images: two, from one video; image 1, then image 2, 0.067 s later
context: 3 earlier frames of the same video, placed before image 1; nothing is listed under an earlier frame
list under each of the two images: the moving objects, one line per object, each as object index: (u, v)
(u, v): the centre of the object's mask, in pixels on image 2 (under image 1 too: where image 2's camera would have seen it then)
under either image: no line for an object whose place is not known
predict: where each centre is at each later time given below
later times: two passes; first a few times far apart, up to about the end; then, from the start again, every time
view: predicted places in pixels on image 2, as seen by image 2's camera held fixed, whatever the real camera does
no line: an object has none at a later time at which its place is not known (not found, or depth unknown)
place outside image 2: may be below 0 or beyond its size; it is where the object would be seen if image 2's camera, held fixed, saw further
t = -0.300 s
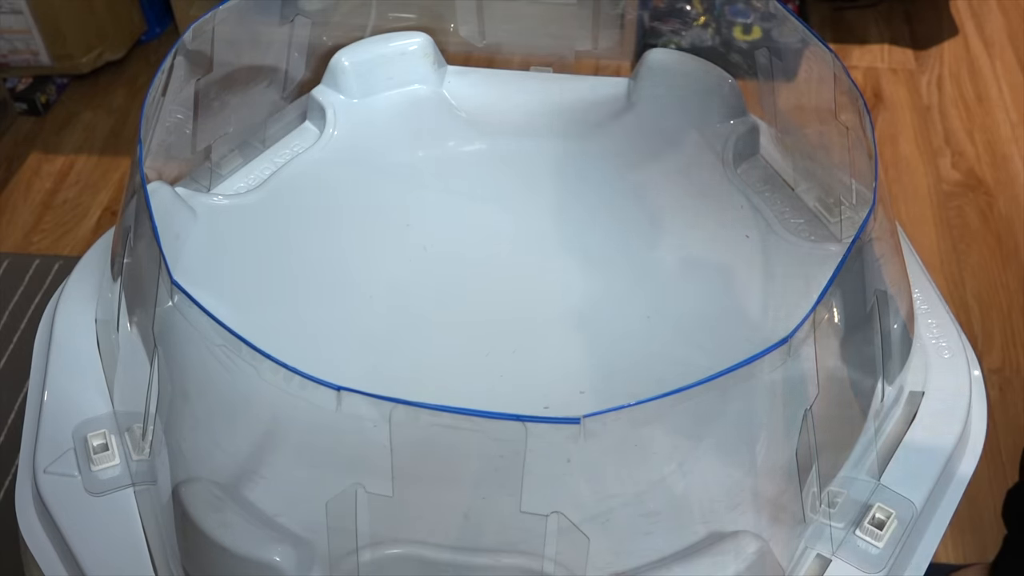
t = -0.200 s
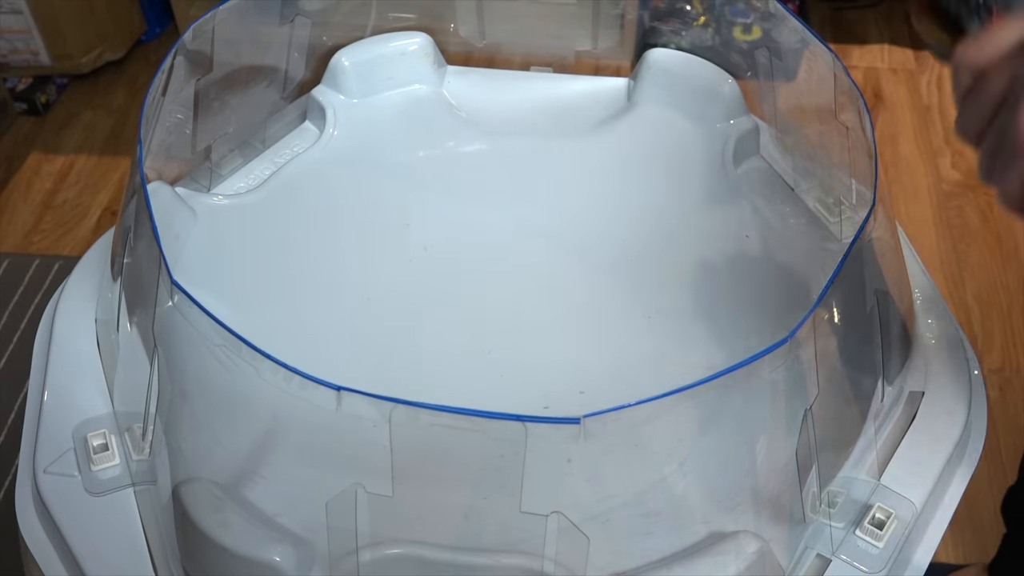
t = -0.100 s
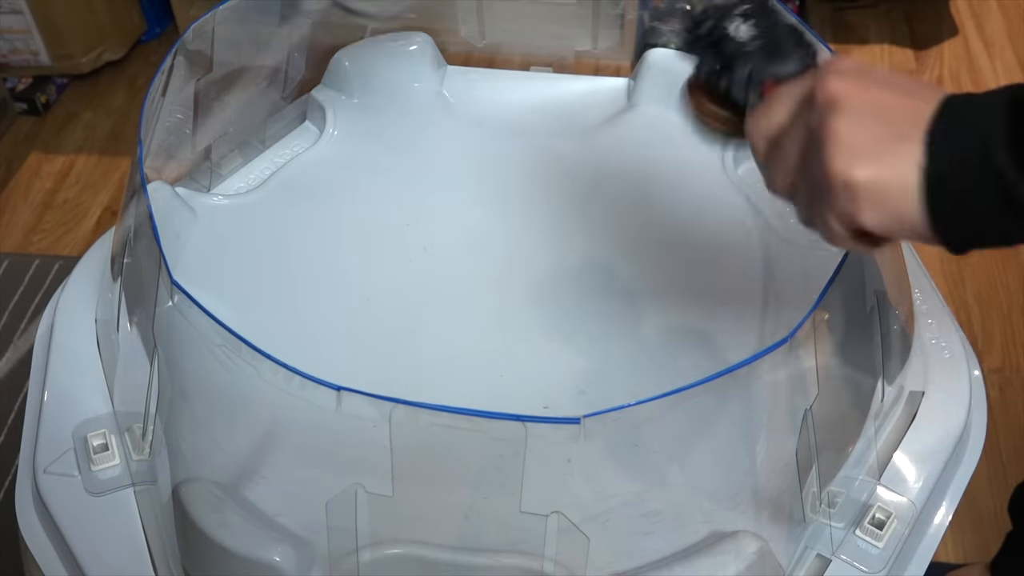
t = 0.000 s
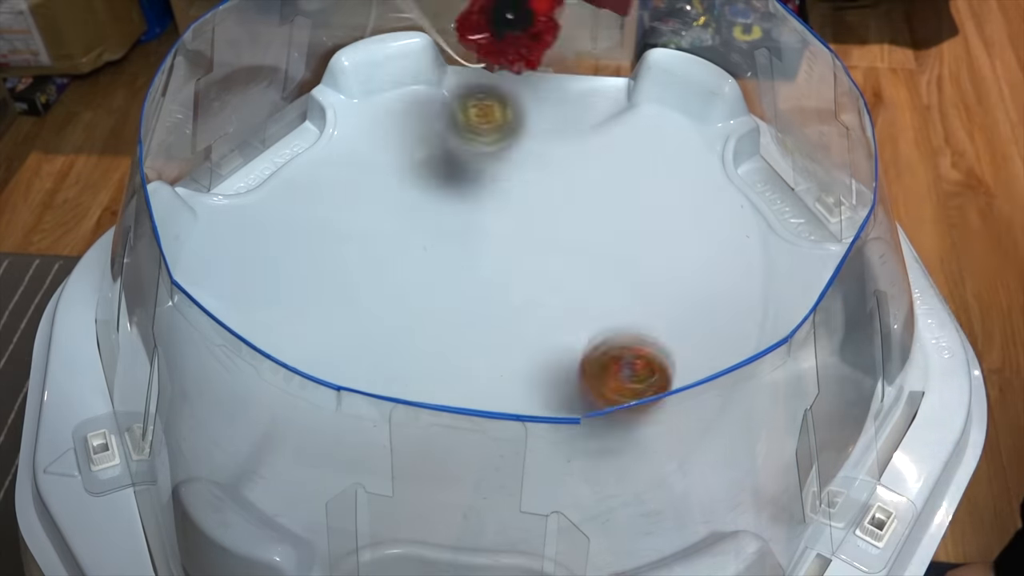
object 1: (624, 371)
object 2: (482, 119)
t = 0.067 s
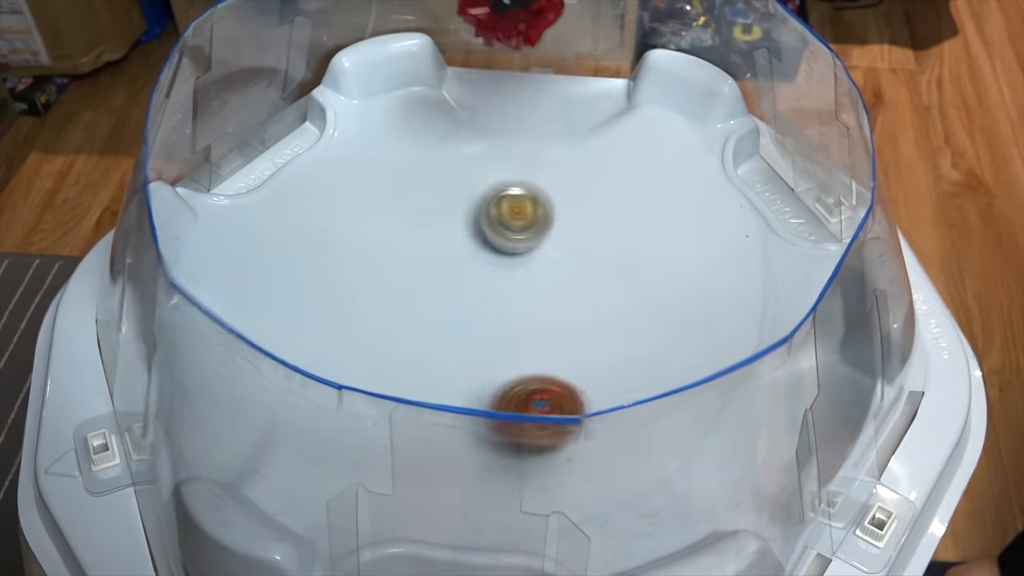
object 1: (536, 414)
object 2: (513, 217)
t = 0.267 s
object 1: (286, 367)
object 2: (580, 290)
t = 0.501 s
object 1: (289, 184)
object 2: (555, 350)
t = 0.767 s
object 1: (588, 79)
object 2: (480, 309)
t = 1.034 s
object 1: (512, 140)
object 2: (499, 266)
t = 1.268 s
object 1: (540, 176)
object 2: (579, 409)
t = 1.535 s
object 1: (584, 237)
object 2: (623, 498)
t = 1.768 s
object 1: (502, 338)
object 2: (556, 381)
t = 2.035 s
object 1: (318, 199)
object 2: (530, 253)
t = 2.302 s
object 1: (407, 122)
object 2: (504, 251)
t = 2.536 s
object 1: (529, 170)
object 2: (477, 344)
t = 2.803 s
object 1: (632, 412)
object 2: (504, 383)
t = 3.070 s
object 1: (343, 519)
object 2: (511, 329)
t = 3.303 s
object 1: (341, 365)
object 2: (430, 272)
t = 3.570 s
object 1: (435, 252)
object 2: (476, 202)
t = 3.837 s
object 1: (632, 322)
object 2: (568, 164)
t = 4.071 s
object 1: (610, 444)
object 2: (524, 231)
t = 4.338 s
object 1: (452, 439)
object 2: (471, 314)
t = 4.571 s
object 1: (410, 303)
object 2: (535, 291)
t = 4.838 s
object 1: (547, 108)
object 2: (619, 244)
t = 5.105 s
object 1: (595, 92)
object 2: (603, 287)
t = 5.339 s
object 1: (584, 94)
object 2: (525, 312)
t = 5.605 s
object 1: (576, 93)
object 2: (522, 339)
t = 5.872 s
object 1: (565, 109)
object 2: (582, 351)
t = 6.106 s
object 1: (575, 161)
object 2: (614, 328)
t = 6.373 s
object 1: (676, 256)
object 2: (416, 423)
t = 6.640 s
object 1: (589, 361)
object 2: (342, 466)
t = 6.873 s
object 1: (396, 309)
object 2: (455, 372)
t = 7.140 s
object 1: (458, 159)
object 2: (537, 232)
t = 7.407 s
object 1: (569, 115)
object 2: (477, 275)
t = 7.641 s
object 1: (565, 105)
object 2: (398, 318)
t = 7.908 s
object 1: (554, 102)
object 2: (383, 317)
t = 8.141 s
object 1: (542, 110)
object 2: (451, 282)
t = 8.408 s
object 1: (566, 164)
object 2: (517, 216)
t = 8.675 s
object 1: (660, 323)
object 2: (477, 281)
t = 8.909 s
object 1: (438, 427)
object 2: (570, 298)
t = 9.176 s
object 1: (285, 270)
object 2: (610, 225)
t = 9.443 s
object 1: (468, 158)
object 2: (466, 252)
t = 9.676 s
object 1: (680, 238)
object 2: (460, 400)
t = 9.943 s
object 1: (796, 383)
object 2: (558, 494)
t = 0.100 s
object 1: (488, 412)
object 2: (526, 218)
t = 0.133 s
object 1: (438, 420)
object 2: (541, 230)
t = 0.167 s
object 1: (392, 430)
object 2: (553, 252)
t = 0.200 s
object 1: (352, 409)
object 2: (564, 263)
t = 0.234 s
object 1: (315, 393)
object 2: (574, 279)
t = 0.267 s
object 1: (286, 367)
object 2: (580, 290)
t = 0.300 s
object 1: (264, 338)
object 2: (584, 304)
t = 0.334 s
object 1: (251, 309)
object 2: (585, 315)
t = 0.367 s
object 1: (243, 284)
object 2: (584, 326)
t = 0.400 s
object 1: (244, 258)
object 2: (580, 335)
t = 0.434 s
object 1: (252, 233)
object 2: (574, 342)
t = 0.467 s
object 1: (267, 208)
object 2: (564, 346)
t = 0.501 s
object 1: (289, 184)
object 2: (555, 350)
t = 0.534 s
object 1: (317, 162)
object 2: (546, 350)
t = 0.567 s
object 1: (350, 141)
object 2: (535, 349)
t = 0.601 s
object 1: (388, 124)
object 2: (522, 346)
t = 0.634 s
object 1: (430, 108)
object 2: (512, 341)
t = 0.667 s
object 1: (475, 98)
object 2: (501, 334)
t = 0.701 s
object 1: (517, 92)
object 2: (493, 327)
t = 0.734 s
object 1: (555, 86)
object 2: (486, 318)
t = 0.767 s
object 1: (588, 79)
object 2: (480, 309)
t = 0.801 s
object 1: (597, 73)
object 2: (475, 301)
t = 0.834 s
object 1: (578, 76)
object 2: (473, 292)
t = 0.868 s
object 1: (559, 89)
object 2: (474, 284)
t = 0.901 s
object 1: (544, 100)
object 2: (476, 278)
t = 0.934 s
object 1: (532, 109)
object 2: (480, 273)
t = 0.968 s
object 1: (523, 116)
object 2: (486, 268)
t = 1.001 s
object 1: (515, 126)
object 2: (492, 267)
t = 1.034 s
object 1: (512, 140)
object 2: (499, 266)
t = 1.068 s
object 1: (511, 157)
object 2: (507, 267)
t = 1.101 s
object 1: (514, 176)
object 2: (516, 270)
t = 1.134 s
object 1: (520, 198)
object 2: (526, 275)
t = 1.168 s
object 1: (527, 218)
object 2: (537, 282)
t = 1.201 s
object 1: (531, 202)
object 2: (548, 330)
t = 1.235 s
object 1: (535, 186)
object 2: (563, 374)
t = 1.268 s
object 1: (540, 176)
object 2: (579, 409)
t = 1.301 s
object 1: (546, 173)
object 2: (593, 444)
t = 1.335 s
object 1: (551, 173)
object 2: (609, 475)
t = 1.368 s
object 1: (558, 177)
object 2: (619, 503)
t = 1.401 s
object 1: (564, 184)
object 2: (628, 515)
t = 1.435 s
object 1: (571, 194)
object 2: (630, 505)
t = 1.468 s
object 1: (576, 206)
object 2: (630, 506)
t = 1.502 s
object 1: (581, 220)
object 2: (630, 514)
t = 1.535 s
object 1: (584, 237)
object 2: (623, 498)
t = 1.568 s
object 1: (584, 254)
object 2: (621, 490)
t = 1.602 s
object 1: (581, 272)
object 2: (614, 476)
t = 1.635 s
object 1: (574, 289)
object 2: (608, 462)
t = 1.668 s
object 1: (562, 305)
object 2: (593, 444)
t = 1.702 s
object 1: (546, 319)
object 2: (583, 424)
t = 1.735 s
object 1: (526, 331)
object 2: (572, 403)
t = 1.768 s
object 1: (502, 338)
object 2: (556, 381)
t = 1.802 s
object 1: (466, 333)
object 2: (553, 367)
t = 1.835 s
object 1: (429, 323)
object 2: (551, 352)
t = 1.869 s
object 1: (395, 306)
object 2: (547, 336)
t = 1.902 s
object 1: (368, 286)
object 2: (543, 318)
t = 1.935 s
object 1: (346, 265)
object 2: (539, 300)
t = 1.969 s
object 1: (330, 243)
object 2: (536, 283)
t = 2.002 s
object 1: (321, 221)
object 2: (532, 267)
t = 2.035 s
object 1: (318, 199)
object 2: (530, 253)
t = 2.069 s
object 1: (320, 178)
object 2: (527, 241)
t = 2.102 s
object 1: (327, 161)
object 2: (525, 233)
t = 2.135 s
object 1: (337, 147)
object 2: (521, 227)
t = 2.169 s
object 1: (349, 136)
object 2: (518, 226)
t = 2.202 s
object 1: (363, 129)
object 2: (515, 228)
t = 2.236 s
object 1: (377, 125)
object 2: (511, 233)
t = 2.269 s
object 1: (392, 123)
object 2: (507, 240)
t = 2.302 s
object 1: (407, 122)
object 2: (504, 251)
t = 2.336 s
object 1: (423, 124)
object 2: (500, 263)
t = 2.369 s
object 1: (438, 127)
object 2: (496, 276)
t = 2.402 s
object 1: (455, 131)
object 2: (492, 290)
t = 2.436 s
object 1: (471, 137)
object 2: (488, 304)
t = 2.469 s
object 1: (488, 145)
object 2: (484, 318)
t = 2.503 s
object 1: (507, 156)
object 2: (480, 331)
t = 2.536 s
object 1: (529, 170)
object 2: (477, 344)
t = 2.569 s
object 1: (554, 188)
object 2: (476, 355)
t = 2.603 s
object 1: (580, 211)
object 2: (475, 366)
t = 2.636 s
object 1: (604, 239)
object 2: (476, 373)
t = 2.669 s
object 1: (626, 272)
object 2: (479, 377)
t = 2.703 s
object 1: (640, 307)
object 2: (484, 385)
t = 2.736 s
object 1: (646, 342)
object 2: (489, 388)
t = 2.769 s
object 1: (644, 376)
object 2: (496, 388)
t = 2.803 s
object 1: (632, 412)
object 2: (504, 383)
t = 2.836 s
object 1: (614, 443)
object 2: (512, 381)
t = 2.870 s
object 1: (586, 472)
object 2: (518, 378)
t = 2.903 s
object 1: (549, 497)
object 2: (524, 373)
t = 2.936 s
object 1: (508, 516)
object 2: (527, 366)
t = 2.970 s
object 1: (462, 519)
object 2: (527, 357)
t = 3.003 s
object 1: (417, 520)
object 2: (524, 349)
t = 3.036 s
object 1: (377, 521)
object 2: (518, 339)
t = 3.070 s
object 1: (343, 519)
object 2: (511, 329)
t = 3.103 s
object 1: (339, 498)
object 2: (502, 319)
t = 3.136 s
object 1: (340, 482)
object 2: (491, 309)
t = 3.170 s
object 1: (340, 459)
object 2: (478, 300)
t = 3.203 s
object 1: (340, 437)
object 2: (466, 292)
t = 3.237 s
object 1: (339, 413)
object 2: (453, 284)
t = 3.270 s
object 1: (340, 390)
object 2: (442, 278)
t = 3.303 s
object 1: (341, 365)
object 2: (430, 272)
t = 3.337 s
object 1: (345, 344)
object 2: (420, 269)
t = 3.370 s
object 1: (353, 319)
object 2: (411, 267)
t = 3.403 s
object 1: (358, 302)
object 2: (413, 255)
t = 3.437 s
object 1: (361, 294)
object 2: (423, 241)
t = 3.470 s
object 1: (371, 283)
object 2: (435, 229)
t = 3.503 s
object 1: (386, 273)
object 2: (447, 217)
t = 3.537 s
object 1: (408, 262)
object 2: (461, 209)
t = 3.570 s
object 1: (435, 252)
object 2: (476, 202)
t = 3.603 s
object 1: (456, 254)
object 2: (494, 189)
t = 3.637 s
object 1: (481, 259)
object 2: (513, 179)
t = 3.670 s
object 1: (510, 264)
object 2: (528, 173)
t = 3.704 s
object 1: (538, 273)
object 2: (542, 166)
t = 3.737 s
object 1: (566, 283)
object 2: (553, 163)
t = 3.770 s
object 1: (592, 295)
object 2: (561, 162)
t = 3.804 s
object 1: (614, 308)
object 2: (567, 162)
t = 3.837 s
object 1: (632, 322)
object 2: (568, 164)
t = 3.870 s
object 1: (645, 338)
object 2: (568, 169)
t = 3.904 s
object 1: (652, 354)
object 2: (566, 176)
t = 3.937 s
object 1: (652, 370)
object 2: (560, 183)
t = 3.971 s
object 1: (648, 392)
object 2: (553, 193)
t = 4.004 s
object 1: (641, 410)
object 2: (545, 204)
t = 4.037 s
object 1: (627, 428)
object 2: (534, 216)
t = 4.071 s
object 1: (610, 444)
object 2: (524, 231)
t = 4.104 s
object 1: (591, 456)
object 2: (514, 244)
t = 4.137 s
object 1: (570, 463)
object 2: (502, 257)
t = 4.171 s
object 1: (548, 467)
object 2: (493, 271)
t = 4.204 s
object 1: (527, 467)
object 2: (485, 282)
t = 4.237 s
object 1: (507, 464)
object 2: (478, 293)
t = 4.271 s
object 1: (487, 459)
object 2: (473, 301)
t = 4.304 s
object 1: (469, 451)
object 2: (470, 309)
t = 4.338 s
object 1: (452, 439)
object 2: (471, 314)
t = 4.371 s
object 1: (437, 426)
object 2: (474, 317)
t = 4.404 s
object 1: (425, 411)
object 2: (479, 319)
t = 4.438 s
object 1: (416, 394)
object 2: (488, 318)
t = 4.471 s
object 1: (409, 373)
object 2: (498, 315)
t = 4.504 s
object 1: (403, 354)
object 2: (510, 309)
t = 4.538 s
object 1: (404, 329)
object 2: (523, 301)
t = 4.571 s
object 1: (410, 303)
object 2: (535, 291)
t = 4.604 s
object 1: (423, 276)
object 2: (546, 280)
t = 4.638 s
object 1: (442, 250)
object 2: (556, 267)
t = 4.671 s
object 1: (464, 227)
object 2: (563, 253)
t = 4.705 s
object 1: (490, 207)
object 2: (568, 239)
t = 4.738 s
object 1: (512, 186)
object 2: (574, 229)
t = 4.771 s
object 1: (522, 155)
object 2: (593, 235)
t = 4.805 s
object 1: (534, 129)
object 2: (608, 239)
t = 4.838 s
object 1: (547, 108)
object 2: (619, 244)
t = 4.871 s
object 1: (558, 93)
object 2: (627, 249)
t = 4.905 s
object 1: (569, 81)
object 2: (632, 254)
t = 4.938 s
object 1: (578, 73)
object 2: (633, 260)
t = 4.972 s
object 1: (590, 77)
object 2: (633, 265)
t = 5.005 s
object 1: (602, 80)
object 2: (629, 271)
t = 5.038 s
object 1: (603, 84)
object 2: (622, 276)
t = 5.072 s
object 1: (599, 89)
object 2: (613, 281)
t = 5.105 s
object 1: (595, 92)
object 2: (603, 287)
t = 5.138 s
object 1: (591, 94)
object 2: (592, 291)
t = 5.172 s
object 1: (589, 95)
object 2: (580, 296)
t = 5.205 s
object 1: (587, 96)
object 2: (568, 299)
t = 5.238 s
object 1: (585, 96)
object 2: (555, 303)
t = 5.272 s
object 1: (585, 95)
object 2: (543, 306)
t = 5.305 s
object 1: (584, 95)
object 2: (534, 309)
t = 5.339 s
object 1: (584, 94)
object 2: (525, 312)
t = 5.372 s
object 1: (583, 93)
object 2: (518, 315)
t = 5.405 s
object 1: (583, 92)
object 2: (514, 318)
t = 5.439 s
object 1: (582, 92)
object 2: (510, 321)
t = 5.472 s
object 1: (581, 91)
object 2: (509, 324)
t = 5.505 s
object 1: (580, 91)
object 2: (510, 328)
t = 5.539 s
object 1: (578, 91)
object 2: (512, 331)
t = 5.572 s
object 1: (577, 92)
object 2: (516, 335)
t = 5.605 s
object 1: (576, 93)
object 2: (522, 339)
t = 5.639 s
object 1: (574, 94)
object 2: (528, 342)
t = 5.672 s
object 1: (573, 95)
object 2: (535, 345)
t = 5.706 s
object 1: (572, 97)
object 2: (543, 347)
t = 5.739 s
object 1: (570, 98)
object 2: (550, 349)
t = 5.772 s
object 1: (569, 101)
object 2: (558, 350)
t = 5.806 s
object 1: (568, 104)
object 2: (566, 351)
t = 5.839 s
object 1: (567, 106)
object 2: (574, 352)
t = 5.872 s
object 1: (565, 109)
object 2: (582, 351)
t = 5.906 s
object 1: (564, 112)
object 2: (592, 349)
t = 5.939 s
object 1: (562, 115)
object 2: (598, 347)
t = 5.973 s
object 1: (562, 118)
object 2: (604, 344)
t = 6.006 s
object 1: (562, 124)
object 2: (610, 341)
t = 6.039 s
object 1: (564, 133)
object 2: (610, 337)
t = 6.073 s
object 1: (568, 145)
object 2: (614, 333)
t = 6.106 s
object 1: (575, 161)
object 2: (614, 328)
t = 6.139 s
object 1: (583, 179)
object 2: (609, 324)
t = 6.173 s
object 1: (592, 202)
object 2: (605, 320)
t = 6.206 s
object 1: (601, 229)
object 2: (594, 317)
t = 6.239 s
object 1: (610, 257)
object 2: (575, 319)
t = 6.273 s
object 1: (632, 253)
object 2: (535, 350)
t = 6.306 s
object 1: (652, 249)
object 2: (495, 375)
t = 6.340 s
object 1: (666, 251)
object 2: (453, 402)
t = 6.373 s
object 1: (676, 256)
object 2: (416, 423)
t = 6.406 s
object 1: (680, 266)
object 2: (380, 446)
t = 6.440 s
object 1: (680, 278)
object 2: (347, 464)
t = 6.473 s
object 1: (676, 291)
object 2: (320, 484)
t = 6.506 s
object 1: (668, 305)
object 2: (312, 480)
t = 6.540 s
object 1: (656, 320)
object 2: (316, 465)
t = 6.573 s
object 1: (639, 334)
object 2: (320, 461)
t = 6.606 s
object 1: (617, 348)
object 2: (331, 467)
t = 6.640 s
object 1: (589, 361)
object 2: (342, 466)
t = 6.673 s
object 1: (557, 368)
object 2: (355, 453)
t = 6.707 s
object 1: (525, 370)
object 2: (371, 447)
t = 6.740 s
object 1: (494, 366)
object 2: (387, 432)
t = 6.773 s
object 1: (463, 358)
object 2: (404, 419)
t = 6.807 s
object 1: (437, 342)
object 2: (421, 405)
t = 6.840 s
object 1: (413, 328)
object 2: (438, 389)
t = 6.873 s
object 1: (396, 309)
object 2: (455, 372)
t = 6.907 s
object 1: (384, 287)
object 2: (472, 356)
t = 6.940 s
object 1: (380, 264)
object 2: (487, 337)
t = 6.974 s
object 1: (382, 242)
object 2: (501, 317)
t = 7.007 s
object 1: (390, 220)
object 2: (514, 299)
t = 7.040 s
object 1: (403, 200)
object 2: (523, 280)
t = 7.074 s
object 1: (419, 183)
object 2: (531, 263)
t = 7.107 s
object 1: (437, 169)
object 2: (535, 246)
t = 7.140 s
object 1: (458, 159)
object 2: (537, 232)
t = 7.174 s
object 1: (478, 153)
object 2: (536, 220)
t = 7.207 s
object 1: (498, 151)
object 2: (531, 209)
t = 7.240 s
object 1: (515, 139)
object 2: (525, 211)
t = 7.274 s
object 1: (531, 129)
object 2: (519, 224)
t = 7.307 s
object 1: (546, 122)
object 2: (511, 237)
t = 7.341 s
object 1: (557, 119)
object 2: (501, 250)
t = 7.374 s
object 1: (565, 117)
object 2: (490, 263)
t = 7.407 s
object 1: (569, 115)
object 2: (477, 275)
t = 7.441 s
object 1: (570, 113)
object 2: (465, 286)
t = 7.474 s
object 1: (569, 112)
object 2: (452, 295)
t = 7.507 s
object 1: (569, 110)
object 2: (441, 303)
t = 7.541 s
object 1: (568, 108)
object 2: (430, 309)
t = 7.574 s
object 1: (568, 107)
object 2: (419, 313)
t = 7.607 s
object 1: (567, 106)
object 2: (408, 316)
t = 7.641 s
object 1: (565, 105)
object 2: (398, 318)
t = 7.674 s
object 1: (564, 104)
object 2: (390, 318)
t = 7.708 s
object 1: (563, 103)
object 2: (384, 319)
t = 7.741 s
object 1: (562, 103)
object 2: (379, 320)
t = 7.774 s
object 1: (560, 102)
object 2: (377, 320)
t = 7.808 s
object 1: (559, 101)
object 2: (375, 320)
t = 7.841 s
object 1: (558, 101)
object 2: (376, 319)
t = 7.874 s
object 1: (556, 101)
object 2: (379, 318)
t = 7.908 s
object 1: (554, 102)
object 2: (383, 317)
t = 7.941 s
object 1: (553, 102)
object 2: (390, 316)
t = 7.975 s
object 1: (551, 103)
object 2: (397, 313)
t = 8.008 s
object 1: (549, 104)
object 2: (405, 310)
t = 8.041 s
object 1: (547, 105)
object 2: (416, 304)
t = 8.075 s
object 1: (546, 106)
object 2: (427, 298)
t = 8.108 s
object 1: (544, 108)
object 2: (439, 291)
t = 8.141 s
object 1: (542, 110)
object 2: (451, 282)
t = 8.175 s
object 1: (540, 112)
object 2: (461, 273)
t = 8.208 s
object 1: (538, 114)
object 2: (474, 263)
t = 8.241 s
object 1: (538, 117)
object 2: (484, 253)
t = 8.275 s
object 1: (539, 123)
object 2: (494, 244)
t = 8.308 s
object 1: (544, 131)
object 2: (502, 235)
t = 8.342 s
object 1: (549, 141)
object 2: (509, 226)
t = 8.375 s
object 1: (556, 153)
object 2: (516, 219)
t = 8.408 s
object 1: (566, 164)
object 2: (517, 216)
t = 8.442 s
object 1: (586, 169)
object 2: (506, 224)
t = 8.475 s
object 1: (607, 178)
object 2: (497, 233)
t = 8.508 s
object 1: (625, 193)
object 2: (488, 241)
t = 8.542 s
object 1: (641, 212)
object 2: (480, 249)
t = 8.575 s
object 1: (655, 236)
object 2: (475, 258)
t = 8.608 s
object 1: (664, 263)
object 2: (473, 266)
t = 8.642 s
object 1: (665, 293)
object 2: (473, 273)
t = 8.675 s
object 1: (660, 323)
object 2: (477, 281)
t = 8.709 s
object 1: (645, 353)
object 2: (485, 289)
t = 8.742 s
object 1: (623, 378)
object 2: (497, 296)
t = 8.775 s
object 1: (595, 399)
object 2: (509, 299)
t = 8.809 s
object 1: (560, 417)
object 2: (525, 304)
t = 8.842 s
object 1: (521, 427)
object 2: (540, 303)
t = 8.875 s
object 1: (480, 430)
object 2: (557, 302)
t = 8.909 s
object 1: (438, 427)
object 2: (570, 298)
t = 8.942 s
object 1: (401, 418)
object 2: (587, 292)
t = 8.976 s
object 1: (366, 404)
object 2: (599, 285)
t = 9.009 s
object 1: (336, 385)
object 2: (606, 275)
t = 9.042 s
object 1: (312, 363)
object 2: (612, 266)
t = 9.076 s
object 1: (296, 340)
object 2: (615, 256)
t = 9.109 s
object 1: (286, 316)
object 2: (615, 245)
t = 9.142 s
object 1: (282, 292)
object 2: (615, 234)
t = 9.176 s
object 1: (285, 270)
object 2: (610, 225)
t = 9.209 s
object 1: (293, 249)
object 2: (600, 216)
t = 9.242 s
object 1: (306, 228)
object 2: (588, 210)
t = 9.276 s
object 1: (324, 210)
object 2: (571, 206)
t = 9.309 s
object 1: (346, 194)
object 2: (551, 207)
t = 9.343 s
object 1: (372, 181)
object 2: (530, 211)
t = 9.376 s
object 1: (401, 170)
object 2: (508, 220)
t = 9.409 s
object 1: (433, 162)
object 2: (485, 235)
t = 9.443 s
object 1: (468, 158)
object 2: (466, 252)
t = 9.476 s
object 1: (503, 158)
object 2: (449, 272)
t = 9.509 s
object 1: (538, 162)
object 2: (437, 294)
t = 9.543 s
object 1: (572, 170)
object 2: (430, 317)
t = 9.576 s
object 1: (603, 182)
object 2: (427, 340)
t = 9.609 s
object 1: (632, 197)
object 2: (432, 362)
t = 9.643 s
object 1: (658, 216)
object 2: (444, 376)
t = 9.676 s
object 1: (680, 238)
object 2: (460, 400)
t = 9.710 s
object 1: (700, 261)
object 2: (483, 413)
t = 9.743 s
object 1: (713, 289)
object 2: (508, 425)
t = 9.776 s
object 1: (722, 316)
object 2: (537, 433)
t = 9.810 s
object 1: (721, 341)
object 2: (566, 437)
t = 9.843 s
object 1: (719, 373)
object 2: (599, 441)
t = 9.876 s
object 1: (710, 399)
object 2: (630, 441)
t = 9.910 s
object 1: (750, 393)
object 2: (598, 468)
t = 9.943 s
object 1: (796, 383)
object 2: (558, 494)
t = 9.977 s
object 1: (838, 372)
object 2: (519, 516)
